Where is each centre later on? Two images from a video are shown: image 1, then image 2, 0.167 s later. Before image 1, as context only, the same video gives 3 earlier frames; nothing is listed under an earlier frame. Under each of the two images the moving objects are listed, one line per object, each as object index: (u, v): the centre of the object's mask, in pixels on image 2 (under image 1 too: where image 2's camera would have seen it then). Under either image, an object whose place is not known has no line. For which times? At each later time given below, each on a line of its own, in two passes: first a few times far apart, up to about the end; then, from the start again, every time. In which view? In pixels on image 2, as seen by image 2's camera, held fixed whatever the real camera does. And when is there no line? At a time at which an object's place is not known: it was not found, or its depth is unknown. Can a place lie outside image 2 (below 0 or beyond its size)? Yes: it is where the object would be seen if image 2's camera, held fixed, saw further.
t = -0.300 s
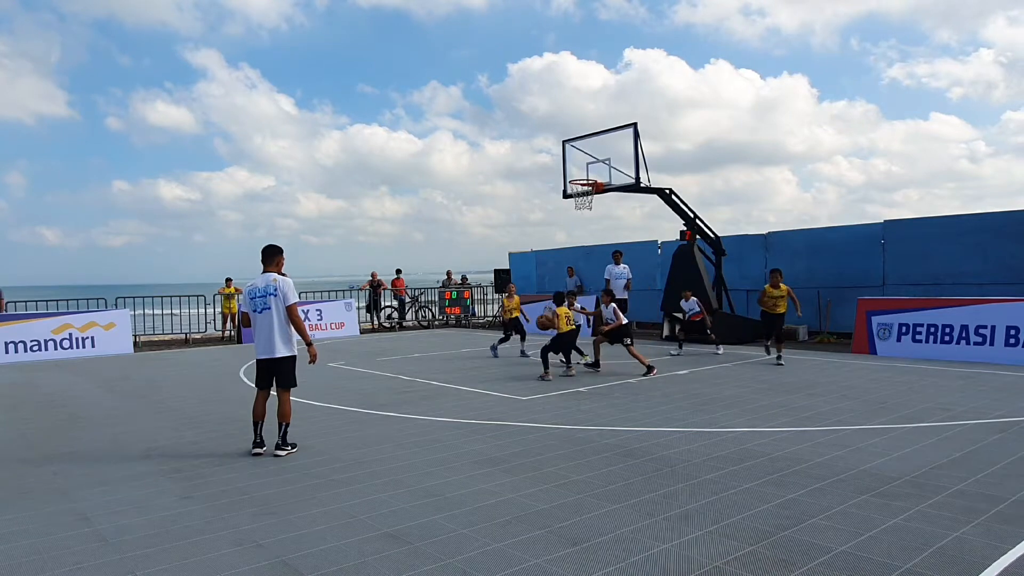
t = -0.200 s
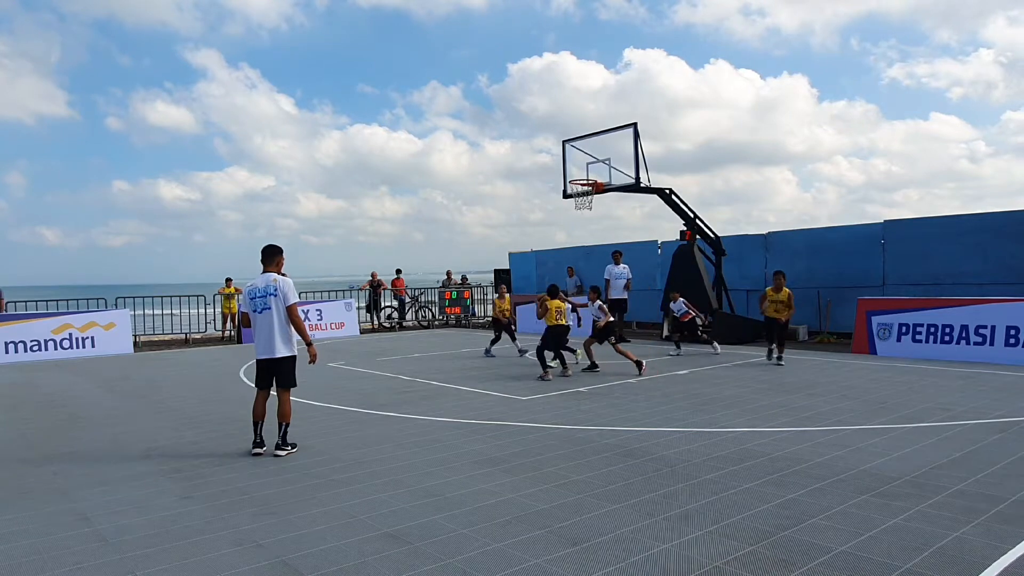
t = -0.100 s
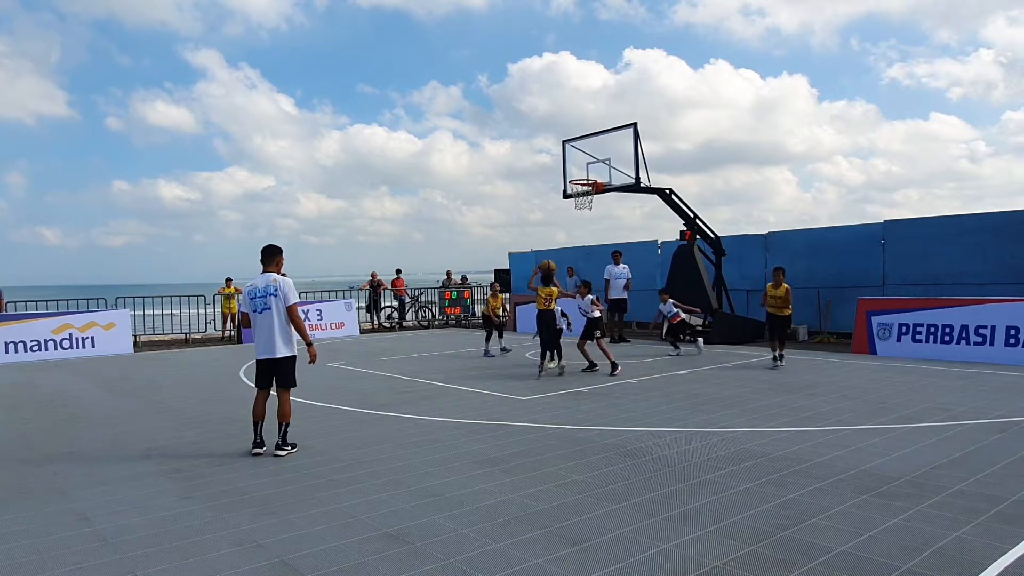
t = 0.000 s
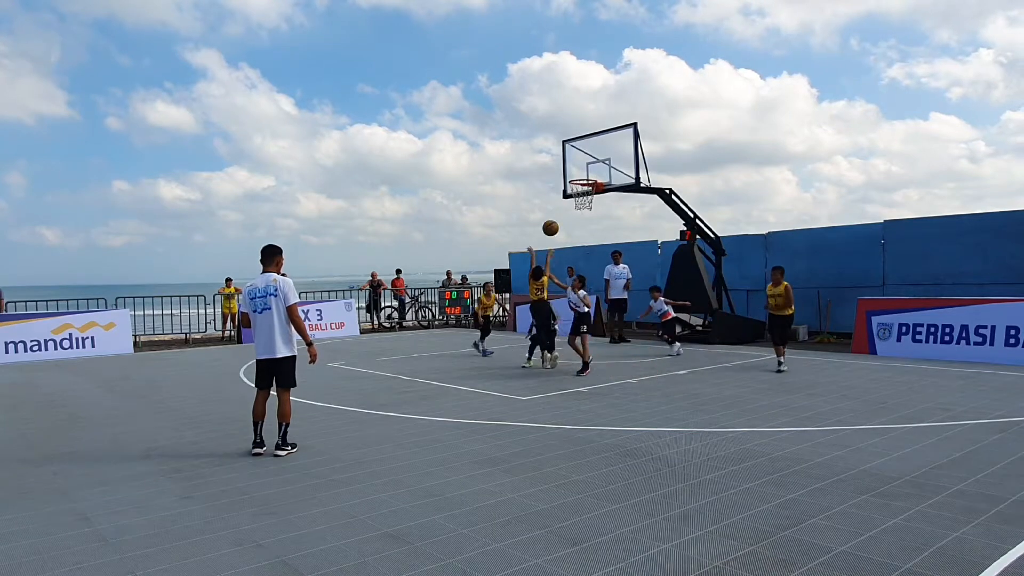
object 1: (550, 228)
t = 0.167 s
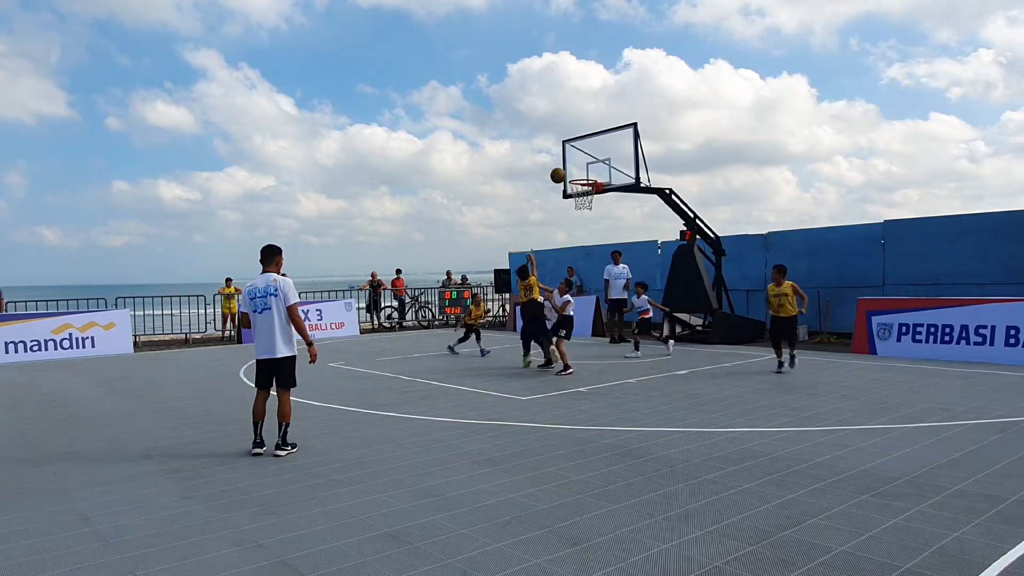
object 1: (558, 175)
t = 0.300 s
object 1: (564, 149)
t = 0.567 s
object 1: (575, 132)
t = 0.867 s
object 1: (589, 164)
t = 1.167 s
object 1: (562, 179)
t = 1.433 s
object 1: (532, 217)
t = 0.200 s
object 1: (559, 167)
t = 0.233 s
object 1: (561, 161)
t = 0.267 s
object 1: (562, 154)
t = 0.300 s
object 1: (564, 149)
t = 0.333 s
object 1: (565, 144)
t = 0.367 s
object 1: (567, 140)
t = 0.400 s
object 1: (568, 137)
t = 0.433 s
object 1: (570, 135)
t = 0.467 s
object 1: (571, 133)
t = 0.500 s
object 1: (573, 132)
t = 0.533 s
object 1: (574, 131)
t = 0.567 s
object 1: (575, 132)
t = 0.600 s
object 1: (577, 133)
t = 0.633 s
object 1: (579, 135)
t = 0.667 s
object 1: (580, 137)
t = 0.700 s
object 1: (582, 140)
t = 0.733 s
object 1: (583, 143)
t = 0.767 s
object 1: (585, 147)
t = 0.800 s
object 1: (586, 152)
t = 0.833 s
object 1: (587, 158)
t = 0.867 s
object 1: (589, 164)
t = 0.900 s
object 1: (591, 170)
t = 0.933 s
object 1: (592, 175)
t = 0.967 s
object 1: (588, 174)
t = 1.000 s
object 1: (583, 174)
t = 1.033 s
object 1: (579, 173)
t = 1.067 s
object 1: (575, 174)
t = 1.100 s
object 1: (571, 175)
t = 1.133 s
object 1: (566, 177)
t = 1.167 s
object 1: (562, 179)
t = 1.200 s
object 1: (558, 182)
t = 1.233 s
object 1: (554, 185)
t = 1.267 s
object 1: (551, 189)
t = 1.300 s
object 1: (547, 194)
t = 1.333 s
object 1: (543, 199)
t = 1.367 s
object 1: (539, 204)
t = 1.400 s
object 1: (536, 210)
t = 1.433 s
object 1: (532, 217)
